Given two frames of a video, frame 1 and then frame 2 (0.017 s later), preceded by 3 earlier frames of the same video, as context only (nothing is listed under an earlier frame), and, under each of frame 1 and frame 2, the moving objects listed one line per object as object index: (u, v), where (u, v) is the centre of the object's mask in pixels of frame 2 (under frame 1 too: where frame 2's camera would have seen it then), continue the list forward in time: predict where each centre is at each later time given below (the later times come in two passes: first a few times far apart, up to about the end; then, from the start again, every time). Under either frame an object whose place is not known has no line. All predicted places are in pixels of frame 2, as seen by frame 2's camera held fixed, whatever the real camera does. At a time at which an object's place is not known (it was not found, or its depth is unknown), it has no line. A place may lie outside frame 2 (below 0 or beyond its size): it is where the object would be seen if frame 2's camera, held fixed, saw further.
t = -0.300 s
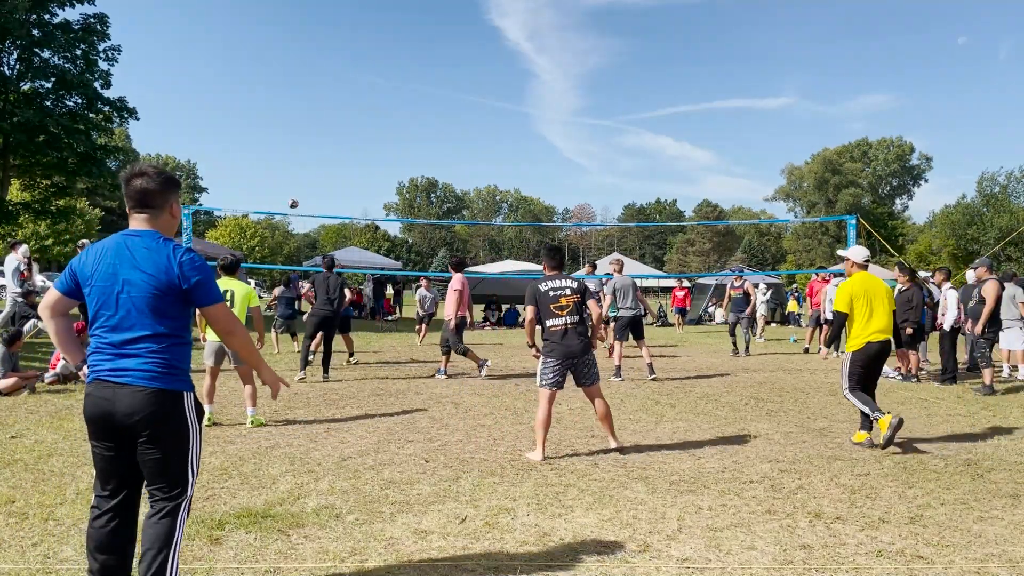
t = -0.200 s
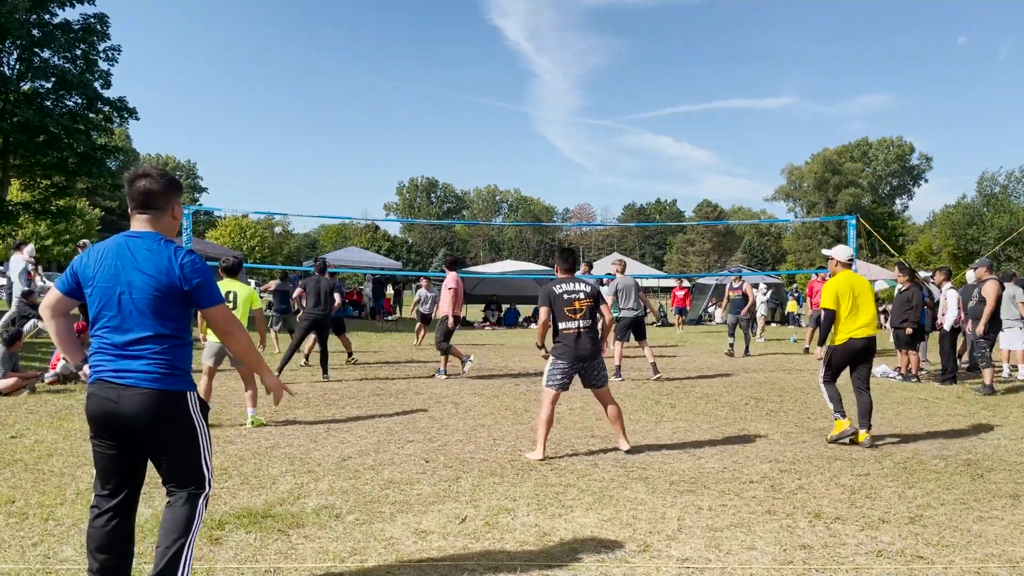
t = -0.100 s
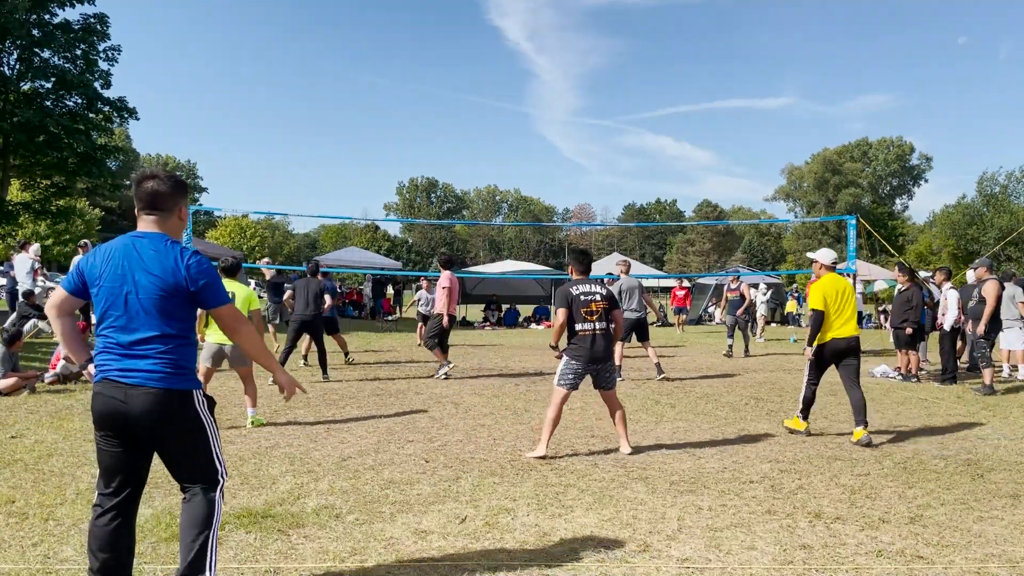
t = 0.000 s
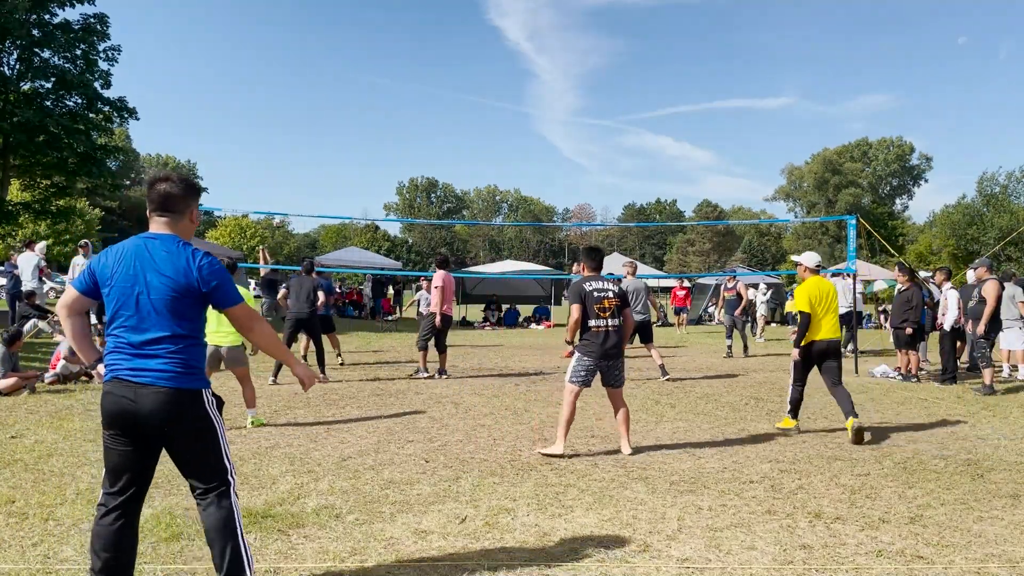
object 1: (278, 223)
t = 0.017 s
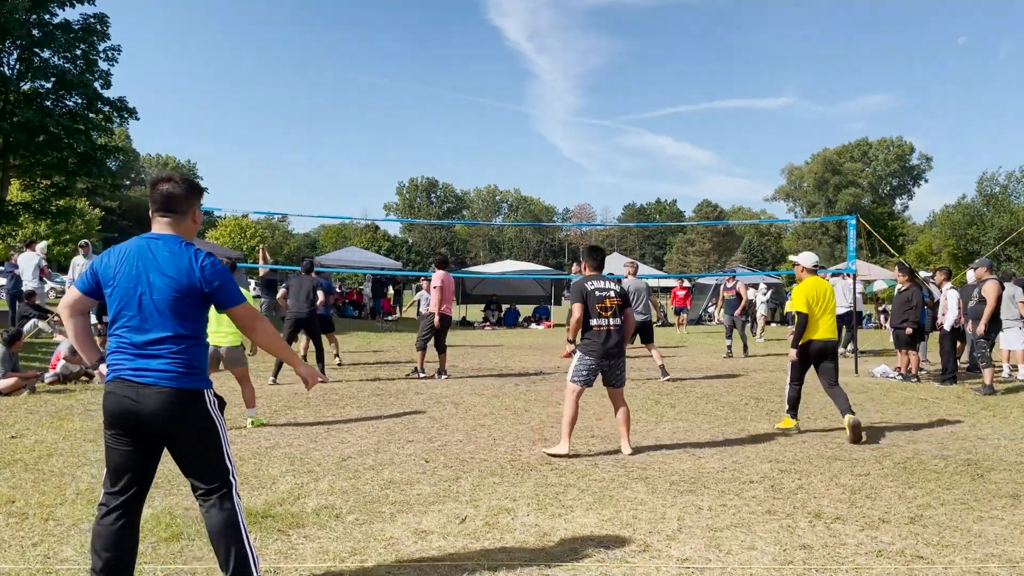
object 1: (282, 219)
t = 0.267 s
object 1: (315, 141)
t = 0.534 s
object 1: (352, 92)
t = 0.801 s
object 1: (391, 81)
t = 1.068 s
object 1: (433, 110)
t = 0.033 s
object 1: (284, 210)
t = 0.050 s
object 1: (286, 205)
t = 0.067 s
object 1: (288, 200)
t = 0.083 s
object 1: (290, 194)
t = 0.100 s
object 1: (292, 189)
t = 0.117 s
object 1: (294, 183)
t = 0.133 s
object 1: (297, 178)
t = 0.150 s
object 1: (299, 173)
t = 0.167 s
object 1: (301, 168)
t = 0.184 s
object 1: (303, 163)
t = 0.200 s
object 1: (306, 159)
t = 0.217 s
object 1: (308, 154)
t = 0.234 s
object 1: (310, 149)
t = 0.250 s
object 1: (312, 145)
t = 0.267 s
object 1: (315, 141)
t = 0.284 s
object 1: (317, 137)
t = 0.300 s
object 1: (319, 133)
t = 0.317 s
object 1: (321, 129)
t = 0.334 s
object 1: (324, 125)
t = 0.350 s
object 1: (326, 122)
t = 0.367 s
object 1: (329, 118)
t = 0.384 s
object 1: (330, 116)
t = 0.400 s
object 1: (333, 112)
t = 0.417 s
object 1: (335, 109)
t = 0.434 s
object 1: (338, 106)
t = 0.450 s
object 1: (340, 104)
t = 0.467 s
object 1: (343, 101)
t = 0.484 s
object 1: (345, 99)
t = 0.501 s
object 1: (347, 96)
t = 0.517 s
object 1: (349, 94)
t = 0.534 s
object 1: (352, 92)
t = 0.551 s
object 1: (355, 90)
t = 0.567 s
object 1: (357, 89)
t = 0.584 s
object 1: (359, 87)
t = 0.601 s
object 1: (362, 86)
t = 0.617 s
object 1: (364, 85)
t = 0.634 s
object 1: (367, 83)
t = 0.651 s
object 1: (369, 82)
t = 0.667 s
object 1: (372, 82)
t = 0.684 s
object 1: (374, 81)
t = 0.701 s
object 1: (376, 81)
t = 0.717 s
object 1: (379, 80)
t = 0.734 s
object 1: (382, 80)
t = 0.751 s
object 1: (384, 80)
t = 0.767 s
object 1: (386, 80)
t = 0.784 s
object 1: (389, 80)
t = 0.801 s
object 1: (391, 81)
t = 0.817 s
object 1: (394, 81)
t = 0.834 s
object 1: (397, 82)
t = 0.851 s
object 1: (399, 83)
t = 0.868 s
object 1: (402, 84)
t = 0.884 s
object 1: (405, 86)
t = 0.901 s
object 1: (407, 87)
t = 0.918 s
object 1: (410, 88)
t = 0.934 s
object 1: (412, 90)
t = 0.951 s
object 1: (415, 92)
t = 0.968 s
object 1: (418, 94)
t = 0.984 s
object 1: (420, 96)
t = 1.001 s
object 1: (423, 99)
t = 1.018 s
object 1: (425, 101)
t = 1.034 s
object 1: (428, 104)
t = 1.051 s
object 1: (431, 107)
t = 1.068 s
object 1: (433, 110)
